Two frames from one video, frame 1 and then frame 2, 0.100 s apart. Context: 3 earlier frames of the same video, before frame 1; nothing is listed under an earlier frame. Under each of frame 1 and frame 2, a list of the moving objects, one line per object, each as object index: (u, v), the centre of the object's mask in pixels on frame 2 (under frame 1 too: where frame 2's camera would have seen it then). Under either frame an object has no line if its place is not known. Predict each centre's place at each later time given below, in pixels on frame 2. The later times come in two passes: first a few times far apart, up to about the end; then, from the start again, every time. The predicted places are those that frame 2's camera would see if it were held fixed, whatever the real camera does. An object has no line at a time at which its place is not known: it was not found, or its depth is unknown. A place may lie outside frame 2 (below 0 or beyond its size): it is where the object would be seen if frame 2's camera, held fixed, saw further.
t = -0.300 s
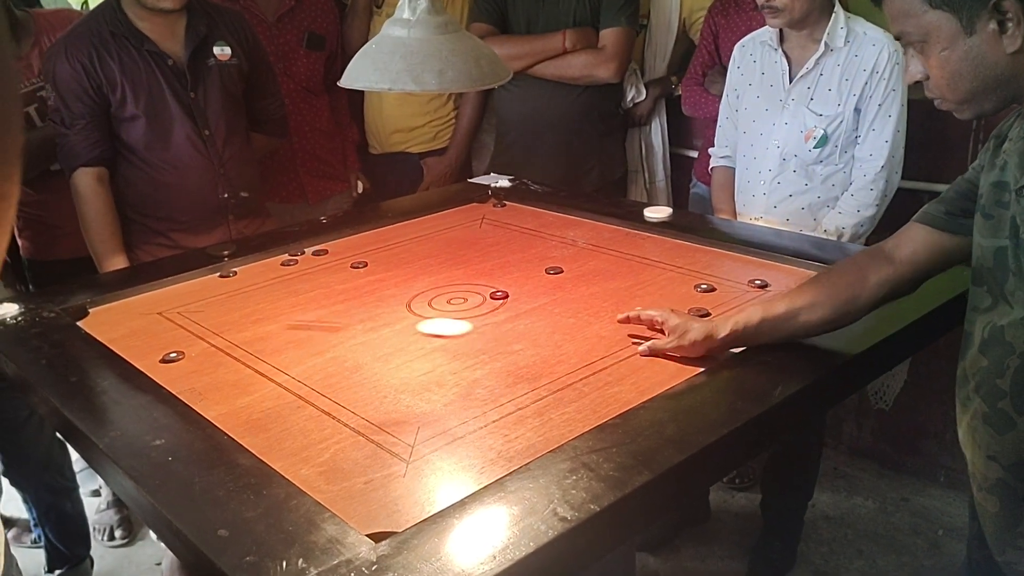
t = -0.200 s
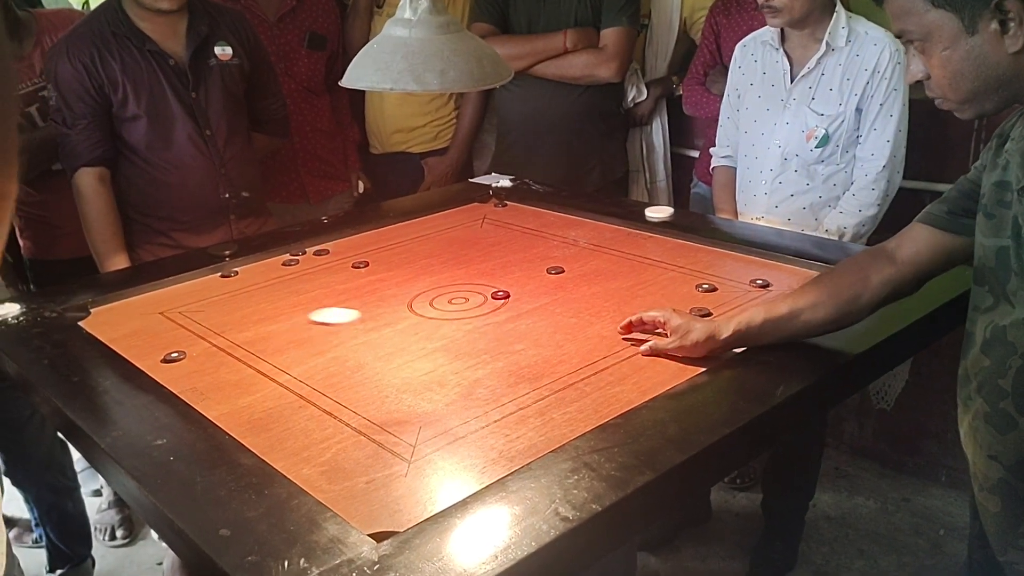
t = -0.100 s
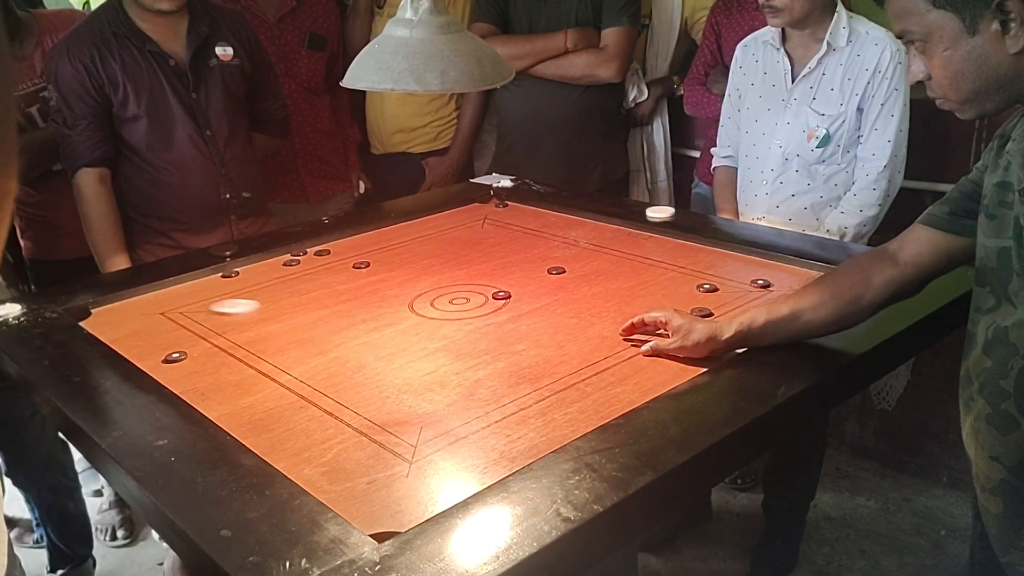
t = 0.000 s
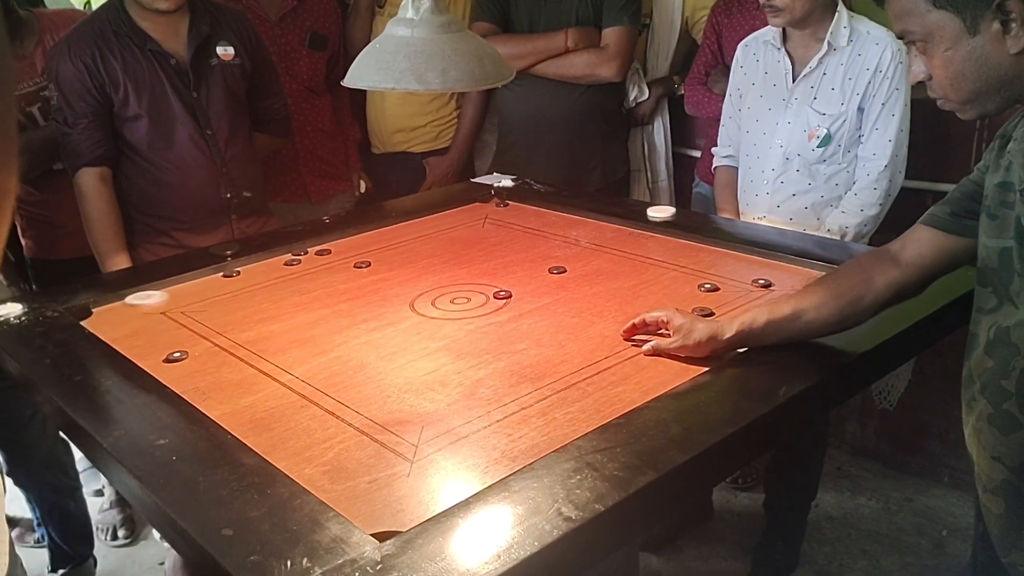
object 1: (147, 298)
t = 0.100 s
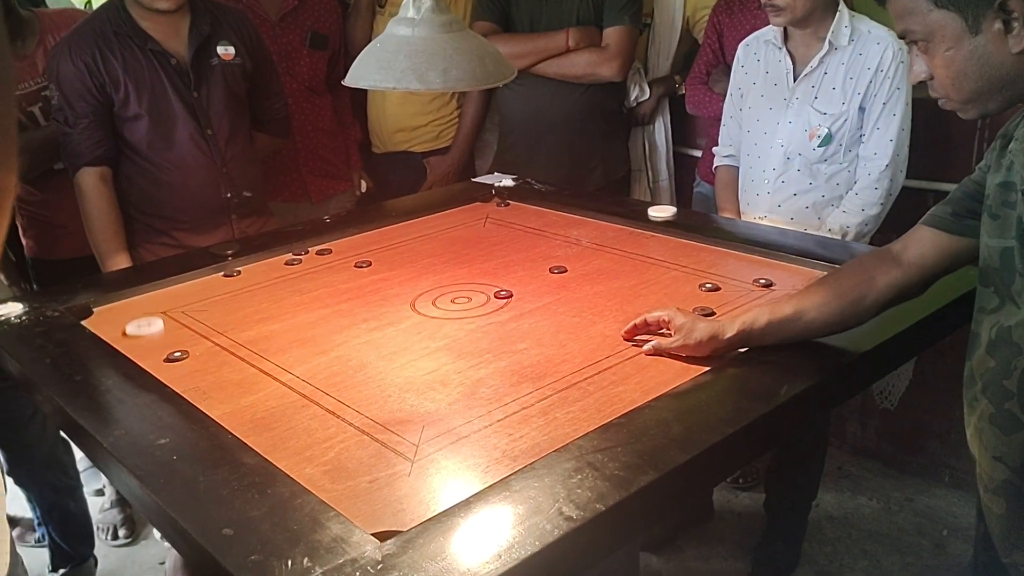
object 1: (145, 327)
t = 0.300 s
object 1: (180, 368)
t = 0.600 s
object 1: (213, 381)
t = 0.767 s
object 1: (213, 382)
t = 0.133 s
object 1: (145, 338)
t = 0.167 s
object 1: (147, 349)
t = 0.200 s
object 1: (155, 357)
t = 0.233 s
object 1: (164, 361)
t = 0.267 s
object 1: (173, 365)
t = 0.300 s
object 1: (180, 368)
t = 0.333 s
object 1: (187, 371)
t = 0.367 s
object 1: (194, 373)
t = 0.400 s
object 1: (200, 375)
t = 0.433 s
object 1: (204, 378)
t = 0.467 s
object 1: (208, 379)
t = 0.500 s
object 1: (211, 380)
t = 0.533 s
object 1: (213, 381)
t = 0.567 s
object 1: (213, 381)
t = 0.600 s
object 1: (213, 381)
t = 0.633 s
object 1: (213, 381)
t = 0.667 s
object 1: (213, 381)
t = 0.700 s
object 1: (213, 381)
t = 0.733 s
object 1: (213, 381)
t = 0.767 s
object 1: (213, 382)
